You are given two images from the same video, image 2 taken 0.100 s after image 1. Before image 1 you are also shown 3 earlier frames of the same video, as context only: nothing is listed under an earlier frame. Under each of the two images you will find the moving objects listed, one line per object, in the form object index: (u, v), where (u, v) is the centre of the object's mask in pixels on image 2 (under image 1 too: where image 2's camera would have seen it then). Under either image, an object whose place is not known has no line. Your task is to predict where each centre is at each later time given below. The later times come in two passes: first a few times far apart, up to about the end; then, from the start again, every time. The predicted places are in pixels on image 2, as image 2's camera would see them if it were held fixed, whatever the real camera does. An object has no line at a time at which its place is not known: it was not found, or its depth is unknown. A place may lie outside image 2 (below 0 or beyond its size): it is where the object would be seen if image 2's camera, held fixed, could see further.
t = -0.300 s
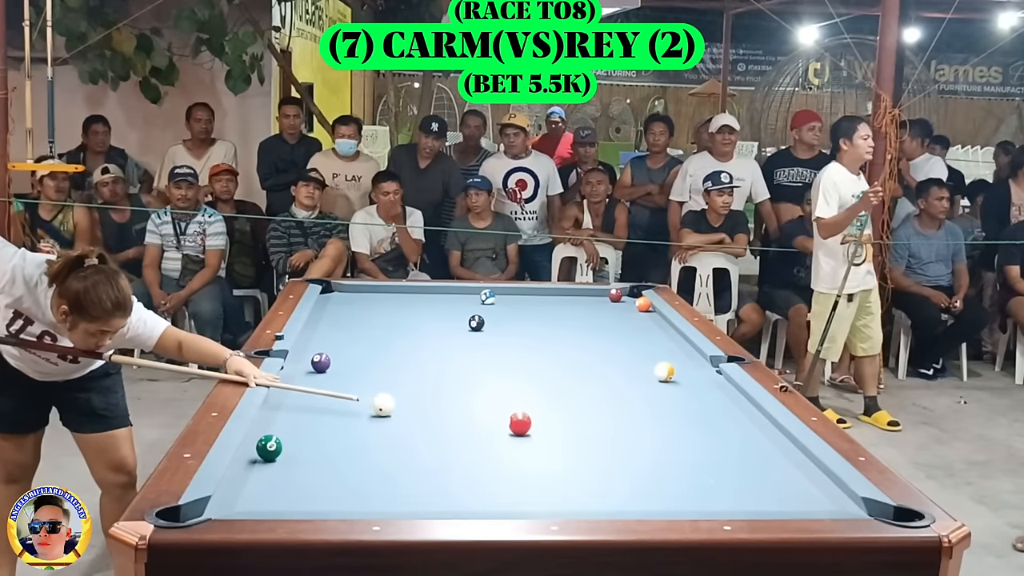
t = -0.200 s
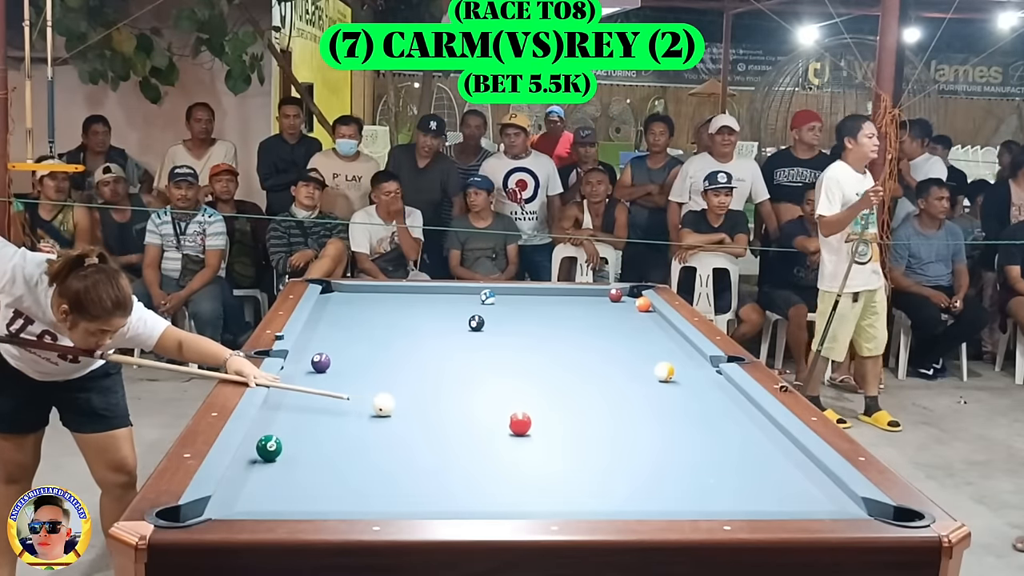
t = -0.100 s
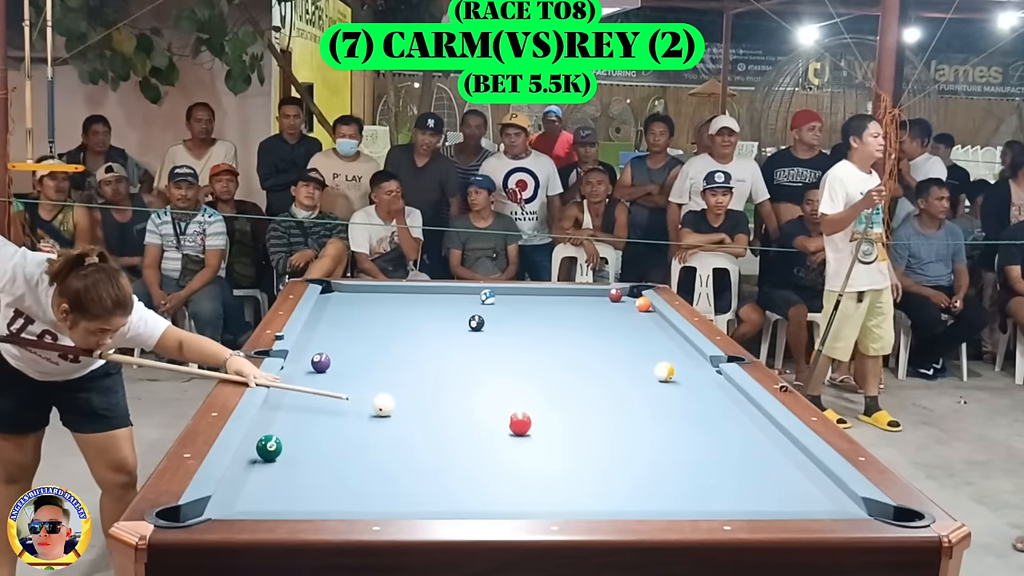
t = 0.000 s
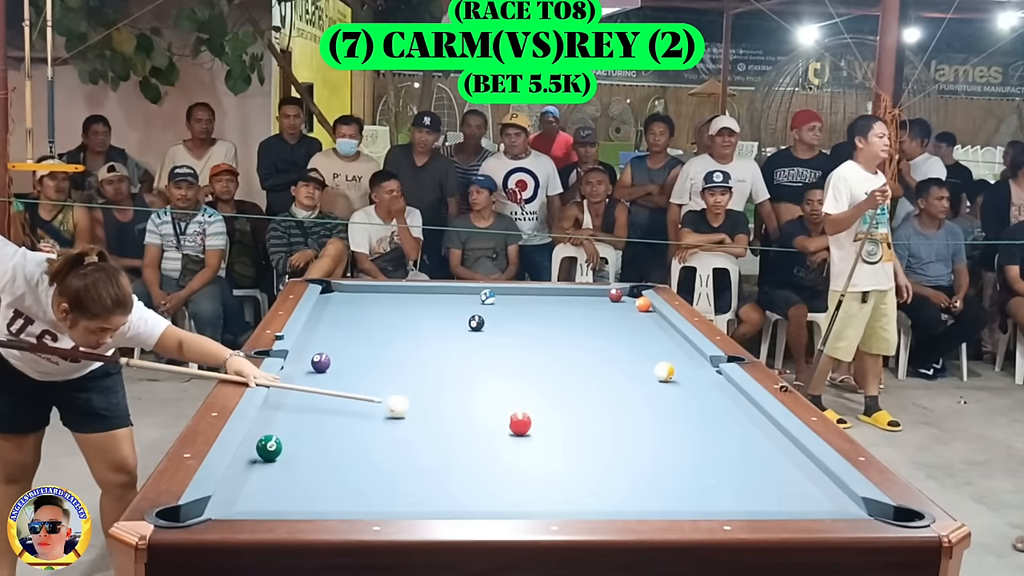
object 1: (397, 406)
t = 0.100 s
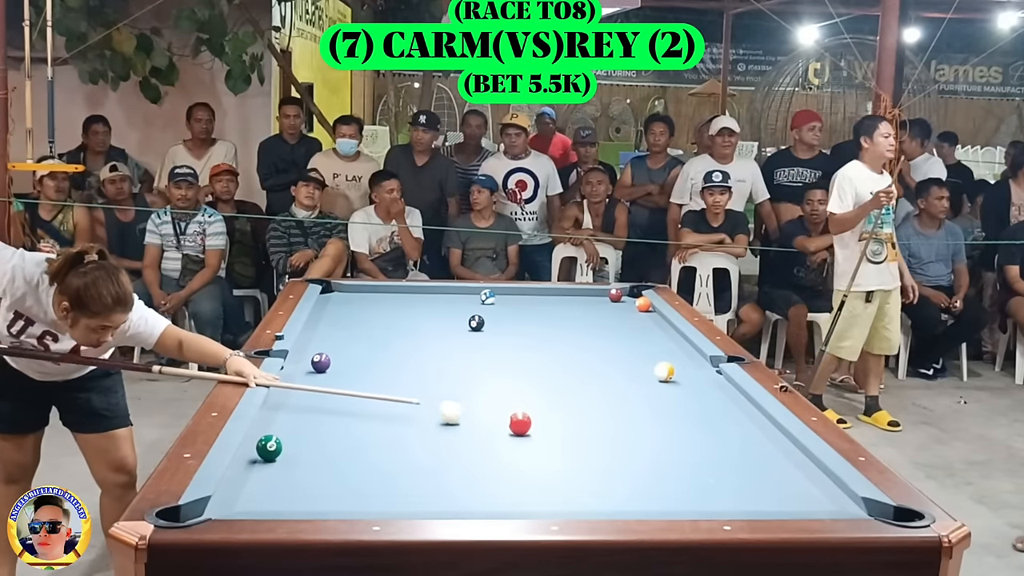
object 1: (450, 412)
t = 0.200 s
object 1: (500, 424)
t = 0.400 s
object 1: (540, 418)
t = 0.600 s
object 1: (582, 413)
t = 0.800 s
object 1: (624, 411)
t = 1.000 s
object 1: (662, 409)
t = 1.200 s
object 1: (698, 407)
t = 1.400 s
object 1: (733, 405)
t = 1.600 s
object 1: (734, 403)
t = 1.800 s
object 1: (714, 402)
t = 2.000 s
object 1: (695, 400)
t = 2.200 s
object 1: (679, 399)
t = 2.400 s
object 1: (664, 397)
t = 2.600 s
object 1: (649, 396)
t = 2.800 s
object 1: (635, 395)
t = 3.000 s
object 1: (623, 394)
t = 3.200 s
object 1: (613, 394)
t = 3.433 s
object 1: (603, 393)
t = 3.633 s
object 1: (594, 393)
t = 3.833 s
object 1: (587, 392)
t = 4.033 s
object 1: (583, 392)
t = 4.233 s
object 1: (577, 391)
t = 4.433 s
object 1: (574, 391)
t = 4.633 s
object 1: (573, 391)
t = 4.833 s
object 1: (572, 391)
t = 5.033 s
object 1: (572, 391)
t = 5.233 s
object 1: (572, 391)
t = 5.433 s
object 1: (572, 391)
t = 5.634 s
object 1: (572, 391)
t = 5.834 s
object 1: (572, 391)
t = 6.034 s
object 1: (572, 391)
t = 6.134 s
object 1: (572, 391)
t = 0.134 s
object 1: (467, 416)
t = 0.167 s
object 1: (483, 421)
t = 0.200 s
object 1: (500, 424)
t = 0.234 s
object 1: (506, 423)
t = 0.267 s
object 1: (512, 422)
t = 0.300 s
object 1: (519, 422)
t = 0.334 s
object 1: (525, 421)
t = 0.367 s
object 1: (534, 420)
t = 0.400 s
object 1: (540, 418)
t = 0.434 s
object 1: (548, 418)
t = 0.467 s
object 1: (556, 416)
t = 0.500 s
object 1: (562, 414)
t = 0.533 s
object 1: (569, 416)
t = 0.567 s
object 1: (575, 414)
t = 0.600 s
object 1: (582, 413)
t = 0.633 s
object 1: (589, 413)
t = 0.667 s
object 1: (596, 412)
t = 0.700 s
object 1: (602, 412)
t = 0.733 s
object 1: (609, 412)
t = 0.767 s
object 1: (617, 412)
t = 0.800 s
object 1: (624, 411)
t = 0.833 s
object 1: (630, 410)
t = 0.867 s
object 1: (636, 410)
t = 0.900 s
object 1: (642, 410)
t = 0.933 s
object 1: (649, 409)
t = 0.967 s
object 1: (655, 409)
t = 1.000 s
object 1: (662, 409)
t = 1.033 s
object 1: (668, 408)
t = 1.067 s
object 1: (674, 408)
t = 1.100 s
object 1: (681, 408)
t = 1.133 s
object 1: (686, 407)
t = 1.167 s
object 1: (693, 407)
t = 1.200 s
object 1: (698, 407)
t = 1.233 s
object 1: (704, 406)
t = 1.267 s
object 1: (710, 406)
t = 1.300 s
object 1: (716, 406)
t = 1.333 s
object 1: (722, 405)
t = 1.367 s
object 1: (728, 406)
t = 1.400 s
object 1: (733, 405)
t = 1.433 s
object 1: (739, 405)
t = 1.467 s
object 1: (744, 404)
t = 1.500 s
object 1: (744, 404)
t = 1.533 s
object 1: (741, 404)
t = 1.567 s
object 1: (738, 404)
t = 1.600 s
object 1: (734, 403)
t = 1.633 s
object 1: (730, 403)
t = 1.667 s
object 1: (727, 403)
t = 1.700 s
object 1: (724, 402)
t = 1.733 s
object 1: (721, 402)
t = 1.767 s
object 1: (717, 402)
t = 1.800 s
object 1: (714, 402)
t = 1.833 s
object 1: (710, 401)
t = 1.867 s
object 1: (707, 401)
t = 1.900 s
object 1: (704, 401)
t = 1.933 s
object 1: (701, 401)
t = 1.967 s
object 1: (698, 400)
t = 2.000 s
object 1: (695, 400)
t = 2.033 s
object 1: (693, 400)
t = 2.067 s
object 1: (691, 399)
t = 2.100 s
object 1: (688, 399)
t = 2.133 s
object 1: (685, 399)
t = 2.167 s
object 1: (682, 399)
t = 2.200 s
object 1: (679, 399)
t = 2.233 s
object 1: (676, 398)
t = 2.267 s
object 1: (674, 398)
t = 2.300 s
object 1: (671, 397)
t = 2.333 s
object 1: (668, 398)
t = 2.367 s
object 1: (666, 397)
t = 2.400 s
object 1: (664, 397)
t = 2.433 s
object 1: (661, 397)
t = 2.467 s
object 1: (658, 397)
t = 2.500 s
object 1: (656, 397)
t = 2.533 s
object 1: (653, 396)
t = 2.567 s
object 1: (651, 396)
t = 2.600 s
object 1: (649, 396)
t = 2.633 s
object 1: (647, 396)
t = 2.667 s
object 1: (644, 396)
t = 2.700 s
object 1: (642, 396)
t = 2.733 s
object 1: (639, 395)
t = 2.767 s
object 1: (637, 395)
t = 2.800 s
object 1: (635, 395)
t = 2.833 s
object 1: (633, 395)
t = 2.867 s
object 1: (631, 395)
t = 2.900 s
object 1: (630, 395)
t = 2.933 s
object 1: (627, 395)
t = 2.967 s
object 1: (625, 395)
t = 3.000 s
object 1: (623, 394)
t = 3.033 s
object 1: (622, 395)
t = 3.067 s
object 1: (620, 394)
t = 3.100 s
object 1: (619, 394)
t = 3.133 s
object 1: (616, 394)
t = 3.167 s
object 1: (614, 394)
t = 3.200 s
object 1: (613, 394)
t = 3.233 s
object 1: (611, 394)
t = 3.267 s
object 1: (610, 393)
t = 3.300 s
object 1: (607, 394)
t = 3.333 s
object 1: (606, 394)
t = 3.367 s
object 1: (605, 393)
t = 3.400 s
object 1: (604, 393)
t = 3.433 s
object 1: (603, 393)
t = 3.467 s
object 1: (601, 393)
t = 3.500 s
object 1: (599, 393)
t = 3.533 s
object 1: (598, 393)
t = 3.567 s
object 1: (596, 393)
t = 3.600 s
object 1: (595, 393)
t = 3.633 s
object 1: (594, 393)
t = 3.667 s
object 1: (593, 392)
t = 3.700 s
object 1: (592, 393)
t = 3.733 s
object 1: (591, 392)
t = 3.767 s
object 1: (590, 392)
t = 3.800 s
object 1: (589, 392)
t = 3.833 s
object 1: (587, 392)
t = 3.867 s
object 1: (587, 392)
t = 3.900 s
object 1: (587, 392)
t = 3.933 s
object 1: (585, 392)
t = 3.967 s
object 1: (584, 392)
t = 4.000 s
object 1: (583, 391)
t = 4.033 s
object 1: (583, 392)
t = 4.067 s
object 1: (580, 391)
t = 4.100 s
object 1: (580, 391)
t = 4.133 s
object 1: (579, 391)
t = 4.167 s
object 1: (579, 391)
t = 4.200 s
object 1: (578, 391)
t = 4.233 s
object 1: (577, 391)
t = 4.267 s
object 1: (576, 391)
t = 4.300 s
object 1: (576, 392)
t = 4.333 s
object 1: (575, 391)
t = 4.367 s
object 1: (575, 392)
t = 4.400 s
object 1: (574, 391)
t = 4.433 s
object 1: (574, 391)
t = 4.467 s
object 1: (574, 392)
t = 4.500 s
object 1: (573, 391)
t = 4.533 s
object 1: (573, 391)
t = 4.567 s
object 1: (573, 391)
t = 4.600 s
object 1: (573, 391)
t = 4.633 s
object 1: (573, 391)
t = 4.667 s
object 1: (573, 391)
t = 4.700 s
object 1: (573, 391)
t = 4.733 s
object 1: (573, 391)
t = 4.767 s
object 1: (572, 391)
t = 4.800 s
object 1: (572, 391)
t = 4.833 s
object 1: (572, 391)
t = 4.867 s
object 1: (572, 391)
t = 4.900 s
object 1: (572, 391)
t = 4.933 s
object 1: (572, 391)
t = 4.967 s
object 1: (572, 391)
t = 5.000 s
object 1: (572, 391)
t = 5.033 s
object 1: (572, 391)
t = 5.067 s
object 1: (572, 391)
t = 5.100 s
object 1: (572, 391)
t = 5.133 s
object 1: (572, 391)
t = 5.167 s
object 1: (572, 391)
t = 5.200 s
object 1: (572, 391)
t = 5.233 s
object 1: (572, 391)
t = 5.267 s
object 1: (572, 391)
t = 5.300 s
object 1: (572, 391)
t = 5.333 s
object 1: (572, 391)
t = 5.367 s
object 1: (572, 391)
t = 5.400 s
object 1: (572, 391)
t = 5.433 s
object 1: (572, 391)
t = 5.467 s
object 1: (572, 391)
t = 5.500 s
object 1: (572, 391)
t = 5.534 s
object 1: (572, 391)
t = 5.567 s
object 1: (572, 391)
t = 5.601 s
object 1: (572, 391)
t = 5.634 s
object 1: (572, 391)
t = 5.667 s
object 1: (572, 391)
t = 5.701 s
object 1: (572, 391)
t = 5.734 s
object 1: (572, 391)
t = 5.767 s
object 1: (572, 391)
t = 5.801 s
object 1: (572, 391)
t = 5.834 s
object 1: (572, 391)
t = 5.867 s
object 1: (572, 391)
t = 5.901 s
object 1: (572, 391)
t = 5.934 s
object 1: (572, 391)
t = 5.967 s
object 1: (572, 391)
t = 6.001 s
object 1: (572, 391)
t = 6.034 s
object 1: (572, 391)
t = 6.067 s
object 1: (572, 391)
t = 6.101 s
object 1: (572, 391)
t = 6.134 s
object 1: (572, 391)
